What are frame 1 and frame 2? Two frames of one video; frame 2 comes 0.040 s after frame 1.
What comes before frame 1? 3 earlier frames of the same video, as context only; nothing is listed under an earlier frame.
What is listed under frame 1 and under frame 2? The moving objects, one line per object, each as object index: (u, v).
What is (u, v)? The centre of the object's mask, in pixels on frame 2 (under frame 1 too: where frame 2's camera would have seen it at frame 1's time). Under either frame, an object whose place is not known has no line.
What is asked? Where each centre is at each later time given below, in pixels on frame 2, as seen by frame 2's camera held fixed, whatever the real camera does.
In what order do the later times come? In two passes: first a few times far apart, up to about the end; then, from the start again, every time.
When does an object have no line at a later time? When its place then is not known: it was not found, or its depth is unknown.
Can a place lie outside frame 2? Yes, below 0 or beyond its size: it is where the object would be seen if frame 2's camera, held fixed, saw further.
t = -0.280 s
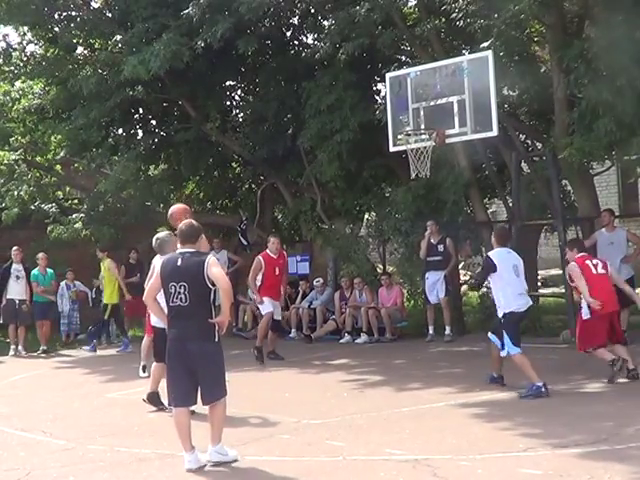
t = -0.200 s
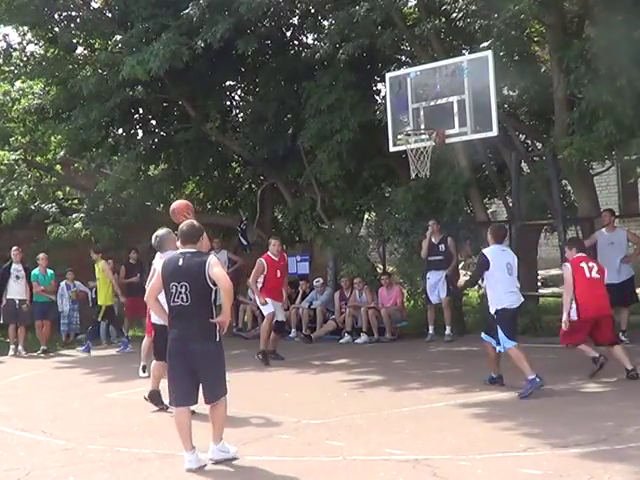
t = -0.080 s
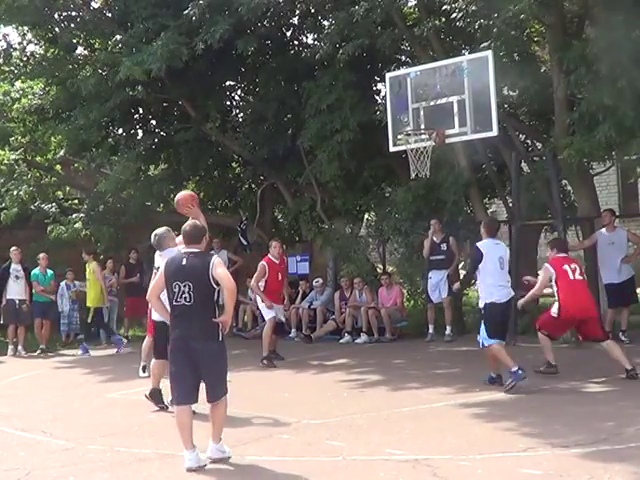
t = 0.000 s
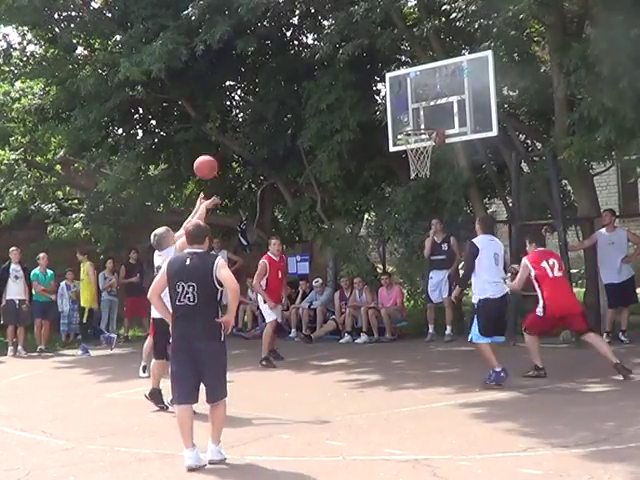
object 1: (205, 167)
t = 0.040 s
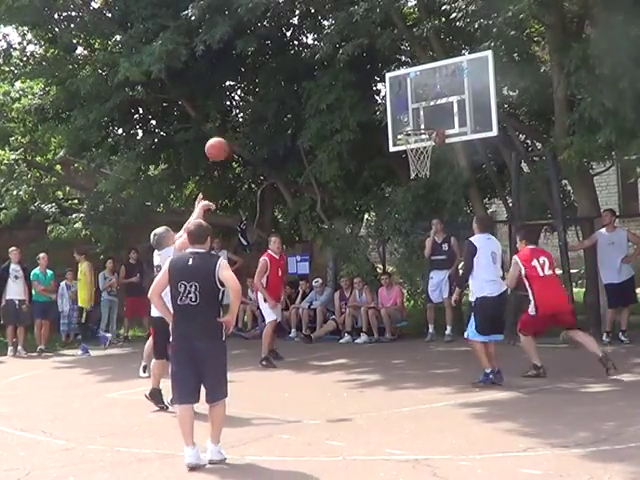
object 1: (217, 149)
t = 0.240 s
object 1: (270, 85)
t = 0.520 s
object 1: (337, 61)
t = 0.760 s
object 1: (389, 92)
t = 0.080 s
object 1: (228, 133)
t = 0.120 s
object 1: (239, 118)
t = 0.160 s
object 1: (250, 105)
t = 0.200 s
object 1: (260, 94)
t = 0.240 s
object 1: (270, 85)
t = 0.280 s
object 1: (280, 77)
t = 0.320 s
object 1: (290, 71)
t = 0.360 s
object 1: (299, 66)
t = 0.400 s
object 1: (309, 63)
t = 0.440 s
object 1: (318, 61)
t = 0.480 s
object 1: (327, 60)
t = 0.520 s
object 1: (337, 61)
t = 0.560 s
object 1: (345, 63)
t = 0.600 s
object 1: (354, 67)
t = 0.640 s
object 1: (363, 71)
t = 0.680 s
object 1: (371, 77)
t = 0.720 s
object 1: (379, 84)
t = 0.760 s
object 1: (389, 92)
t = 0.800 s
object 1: (397, 102)
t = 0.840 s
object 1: (406, 112)
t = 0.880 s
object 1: (412, 123)
